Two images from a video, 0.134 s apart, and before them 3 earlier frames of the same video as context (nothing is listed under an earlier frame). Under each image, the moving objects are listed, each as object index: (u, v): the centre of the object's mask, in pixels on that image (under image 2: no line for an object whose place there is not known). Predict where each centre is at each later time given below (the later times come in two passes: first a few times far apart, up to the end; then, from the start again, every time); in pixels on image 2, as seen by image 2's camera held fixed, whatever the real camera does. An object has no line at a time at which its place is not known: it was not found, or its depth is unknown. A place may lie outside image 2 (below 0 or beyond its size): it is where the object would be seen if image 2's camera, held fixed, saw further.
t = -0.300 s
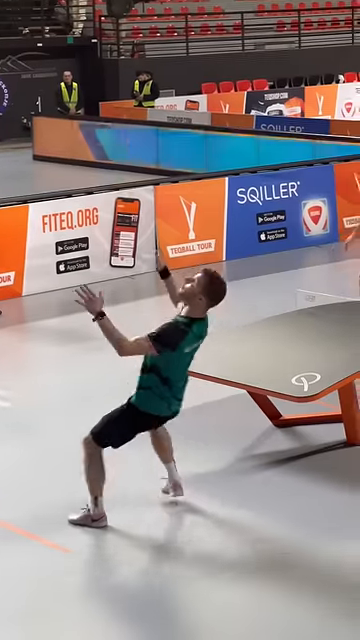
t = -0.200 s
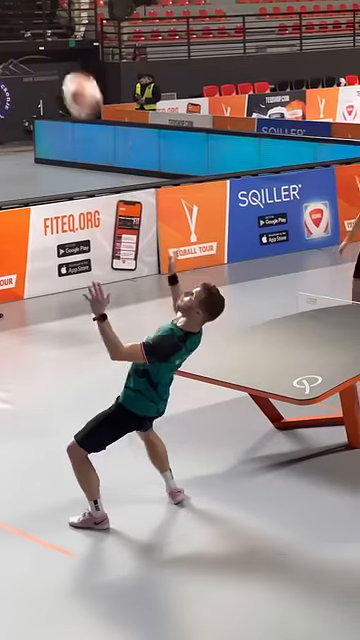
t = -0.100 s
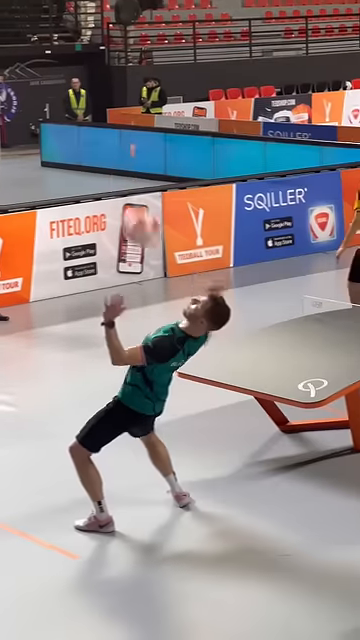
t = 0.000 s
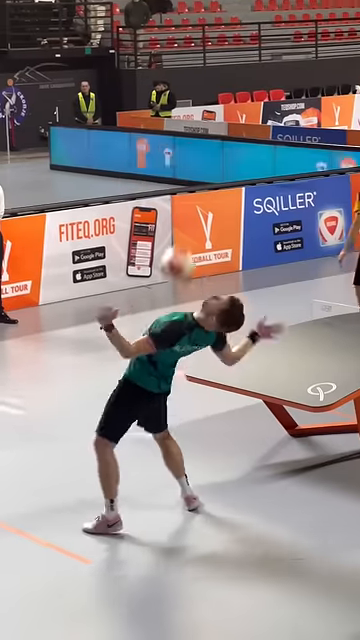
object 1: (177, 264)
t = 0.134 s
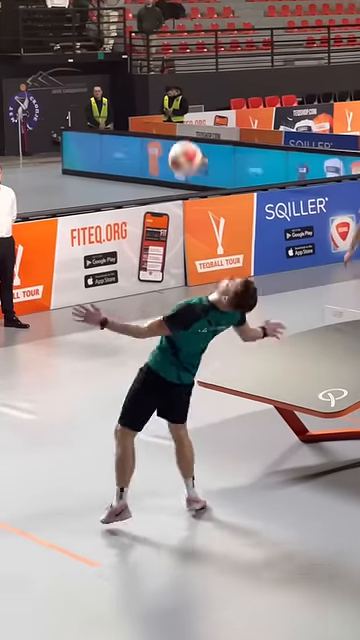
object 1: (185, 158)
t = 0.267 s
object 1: (182, 81)
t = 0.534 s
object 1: (178, 17)
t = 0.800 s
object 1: (176, 54)
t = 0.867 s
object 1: (176, 78)
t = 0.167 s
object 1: (184, 137)
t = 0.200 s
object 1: (184, 115)
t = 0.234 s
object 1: (183, 97)
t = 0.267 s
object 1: (182, 81)
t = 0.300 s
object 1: (181, 67)
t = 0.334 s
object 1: (181, 54)
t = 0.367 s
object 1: (180, 43)
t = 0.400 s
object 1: (180, 34)
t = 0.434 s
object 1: (179, 28)
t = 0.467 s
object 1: (179, 23)
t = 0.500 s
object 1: (179, 19)
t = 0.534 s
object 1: (178, 17)
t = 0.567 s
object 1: (178, 16)
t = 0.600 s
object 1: (177, 17)
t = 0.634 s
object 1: (177, 20)
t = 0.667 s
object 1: (177, 24)
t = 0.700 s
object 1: (177, 30)
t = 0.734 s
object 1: (177, 36)
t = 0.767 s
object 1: (176, 45)
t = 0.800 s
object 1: (176, 54)
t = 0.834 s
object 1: (176, 66)
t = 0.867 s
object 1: (176, 78)
